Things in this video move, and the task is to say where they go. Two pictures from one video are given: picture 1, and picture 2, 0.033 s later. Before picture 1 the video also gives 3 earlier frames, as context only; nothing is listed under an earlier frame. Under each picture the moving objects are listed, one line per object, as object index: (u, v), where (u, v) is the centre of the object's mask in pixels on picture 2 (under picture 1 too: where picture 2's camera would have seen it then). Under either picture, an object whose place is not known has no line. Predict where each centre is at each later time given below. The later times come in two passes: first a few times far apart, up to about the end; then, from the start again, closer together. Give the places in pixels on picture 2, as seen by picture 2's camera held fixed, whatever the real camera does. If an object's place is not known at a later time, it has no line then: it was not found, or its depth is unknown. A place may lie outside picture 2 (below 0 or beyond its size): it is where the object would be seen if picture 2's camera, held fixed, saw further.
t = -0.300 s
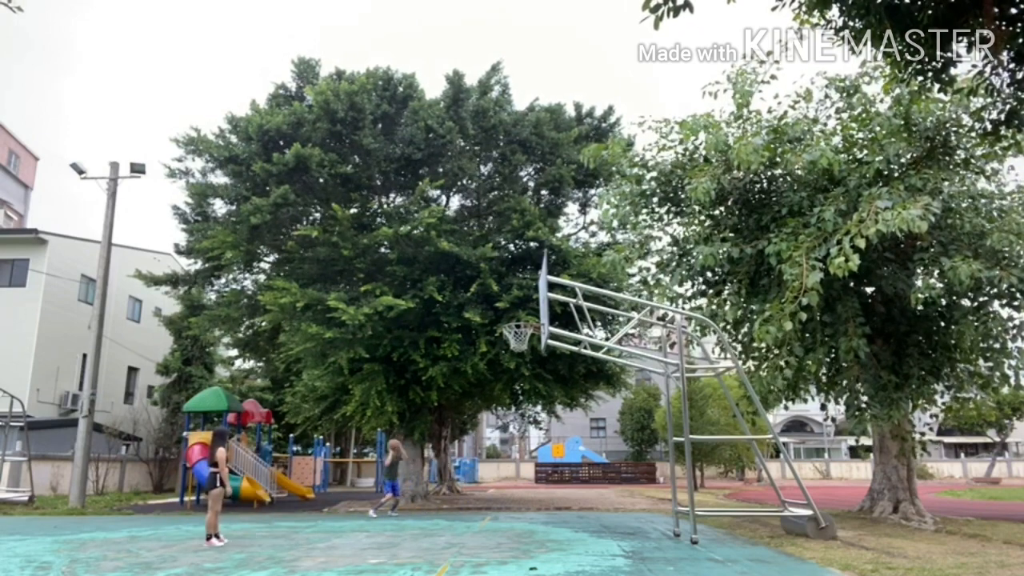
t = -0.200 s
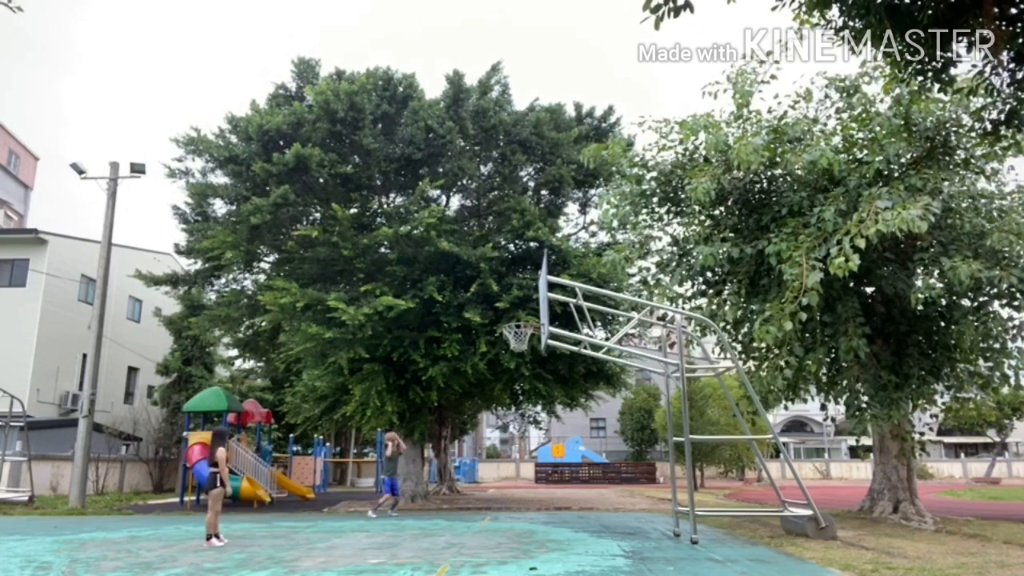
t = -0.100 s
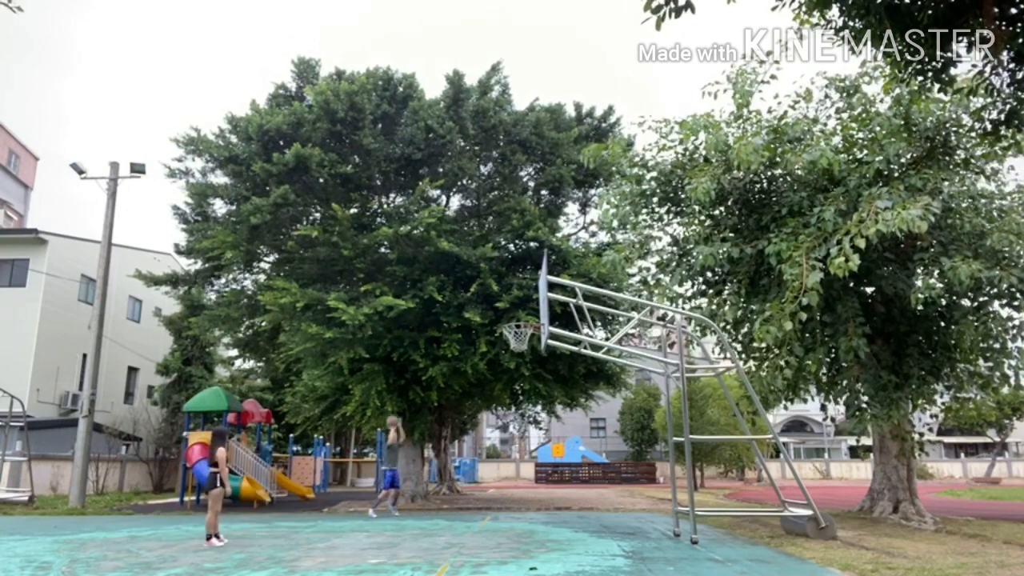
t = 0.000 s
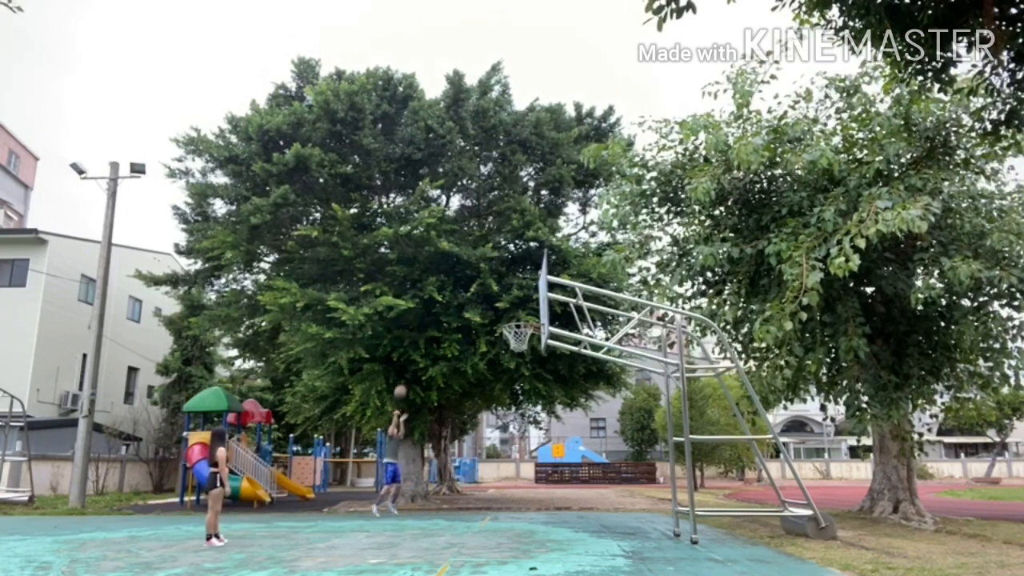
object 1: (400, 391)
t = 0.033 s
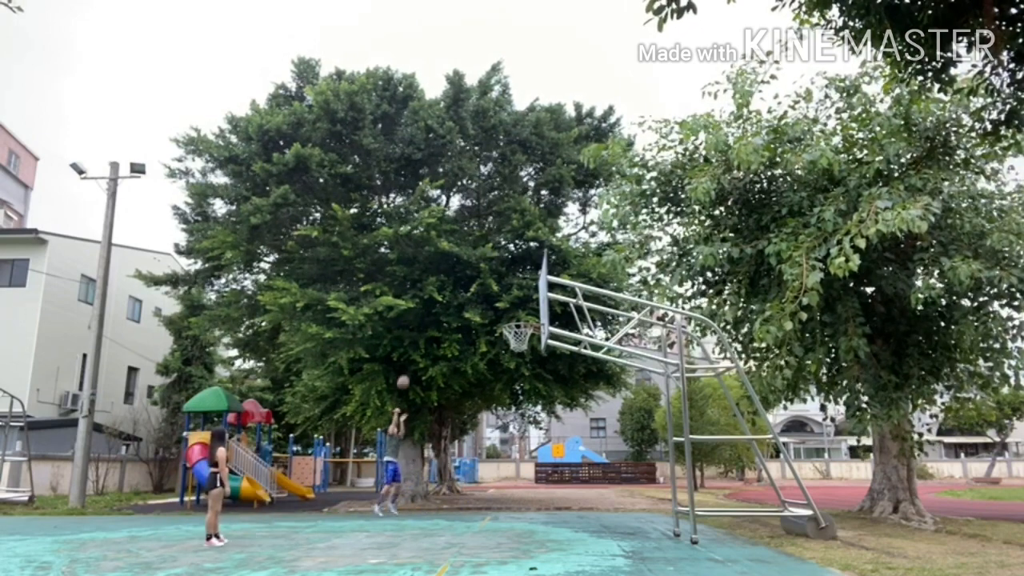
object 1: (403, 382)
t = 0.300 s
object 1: (429, 320)
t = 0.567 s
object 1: (457, 289)
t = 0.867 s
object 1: (493, 296)
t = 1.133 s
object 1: (520, 331)
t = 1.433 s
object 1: (518, 345)
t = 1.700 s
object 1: (528, 379)
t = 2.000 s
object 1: (541, 475)
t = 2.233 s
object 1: (548, 492)
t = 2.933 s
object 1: (566, 450)
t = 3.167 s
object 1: (573, 519)
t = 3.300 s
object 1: (577, 516)
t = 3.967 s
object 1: (603, 512)
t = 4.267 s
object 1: (618, 506)
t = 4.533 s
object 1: (633, 504)
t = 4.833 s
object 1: (653, 535)
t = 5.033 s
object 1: (664, 520)
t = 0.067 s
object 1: (406, 373)
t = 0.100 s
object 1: (409, 364)
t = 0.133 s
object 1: (412, 355)
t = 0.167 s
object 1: (416, 347)
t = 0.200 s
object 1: (419, 339)
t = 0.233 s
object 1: (422, 332)
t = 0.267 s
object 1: (426, 326)
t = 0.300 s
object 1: (429, 320)
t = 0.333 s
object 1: (432, 314)
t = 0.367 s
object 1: (436, 309)
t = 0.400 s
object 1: (439, 305)
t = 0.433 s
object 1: (443, 300)
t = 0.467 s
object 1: (447, 297)
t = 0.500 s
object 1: (450, 294)
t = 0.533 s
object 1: (453, 291)
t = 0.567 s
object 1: (457, 289)
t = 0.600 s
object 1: (461, 287)
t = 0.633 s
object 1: (465, 285)
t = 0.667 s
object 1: (468, 285)
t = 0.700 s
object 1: (472, 286)
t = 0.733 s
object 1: (476, 286)
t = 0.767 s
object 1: (480, 288)
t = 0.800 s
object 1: (484, 290)
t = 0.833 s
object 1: (488, 293)
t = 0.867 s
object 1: (493, 296)
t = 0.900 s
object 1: (497, 301)
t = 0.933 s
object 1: (502, 306)
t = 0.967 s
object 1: (507, 312)
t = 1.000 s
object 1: (512, 317)
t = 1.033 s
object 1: (518, 324)
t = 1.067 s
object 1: (521, 334)
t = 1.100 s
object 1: (522, 331)
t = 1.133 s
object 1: (520, 331)
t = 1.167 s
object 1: (519, 331)
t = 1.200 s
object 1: (518, 333)
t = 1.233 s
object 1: (517, 333)
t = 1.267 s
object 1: (517, 334)
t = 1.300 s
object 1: (516, 334)
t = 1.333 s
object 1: (516, 335)
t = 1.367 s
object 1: (515, 343)
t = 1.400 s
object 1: (517, 344)
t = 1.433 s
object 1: (518, 345)
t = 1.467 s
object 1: (519, 346)
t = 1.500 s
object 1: (521, 349)
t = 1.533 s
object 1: (522, 352)
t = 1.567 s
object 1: (523, 356)
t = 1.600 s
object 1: (525, 361)
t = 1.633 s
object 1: (526, 366)
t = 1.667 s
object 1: (527, 371)
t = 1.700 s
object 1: (528, 379)
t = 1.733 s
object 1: (529, 386)
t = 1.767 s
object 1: (531, 393)
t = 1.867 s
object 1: (535, 423)
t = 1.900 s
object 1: (536, 435)
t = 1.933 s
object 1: (538, 450)
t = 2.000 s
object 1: (541, 475)
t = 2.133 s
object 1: (547, 529)
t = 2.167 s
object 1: (548, 517)
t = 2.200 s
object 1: (549, 506)
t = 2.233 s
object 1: (548, 492)
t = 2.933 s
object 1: (566, 450)
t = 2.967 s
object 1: (567, 455)
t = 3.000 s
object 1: (568, 464)
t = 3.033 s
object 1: (568, 473)
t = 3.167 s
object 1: (573, 519)
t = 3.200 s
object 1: (574, 533)
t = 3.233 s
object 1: (575, 536)
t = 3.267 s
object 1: (576, 525)
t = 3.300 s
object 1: (577, 516)
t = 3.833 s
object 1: (596, 483)
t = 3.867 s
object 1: (598, 488)
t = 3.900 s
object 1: (599, 497)
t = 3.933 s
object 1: (601, 504)
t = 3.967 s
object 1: (603, 512)
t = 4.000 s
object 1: (605, 521)
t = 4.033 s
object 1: (606, 533)
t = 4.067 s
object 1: (608, 544)
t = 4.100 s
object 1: (609, 538)
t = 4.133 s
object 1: (611, 530)
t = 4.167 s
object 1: (612, 522)
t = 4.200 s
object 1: (614, 517)
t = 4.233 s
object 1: (616, 510)
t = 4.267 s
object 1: (618, 506)
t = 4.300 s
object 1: (619, 503)
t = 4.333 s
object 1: (621, 500)
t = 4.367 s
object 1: (623, 498)
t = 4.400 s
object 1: (625, 498)
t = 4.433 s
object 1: (627, 498)
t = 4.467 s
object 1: (629, 499)
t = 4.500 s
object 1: (631, 501)
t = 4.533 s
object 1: (633, 504)
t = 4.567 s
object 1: (636, 508)
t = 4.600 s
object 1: (638, 515)
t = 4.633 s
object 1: (640, 520)
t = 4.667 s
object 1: (643, 528)
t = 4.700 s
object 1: (646, 537)
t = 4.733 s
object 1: (648, 546)
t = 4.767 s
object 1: (650, 549)
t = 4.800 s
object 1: (652, 542)
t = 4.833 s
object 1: (653, 535)
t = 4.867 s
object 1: (655, 530)
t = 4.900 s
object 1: (657, 525)
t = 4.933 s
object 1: (659, 522)
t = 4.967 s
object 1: (660, 520)
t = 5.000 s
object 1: (662, 520)
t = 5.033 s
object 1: (664, 520)
